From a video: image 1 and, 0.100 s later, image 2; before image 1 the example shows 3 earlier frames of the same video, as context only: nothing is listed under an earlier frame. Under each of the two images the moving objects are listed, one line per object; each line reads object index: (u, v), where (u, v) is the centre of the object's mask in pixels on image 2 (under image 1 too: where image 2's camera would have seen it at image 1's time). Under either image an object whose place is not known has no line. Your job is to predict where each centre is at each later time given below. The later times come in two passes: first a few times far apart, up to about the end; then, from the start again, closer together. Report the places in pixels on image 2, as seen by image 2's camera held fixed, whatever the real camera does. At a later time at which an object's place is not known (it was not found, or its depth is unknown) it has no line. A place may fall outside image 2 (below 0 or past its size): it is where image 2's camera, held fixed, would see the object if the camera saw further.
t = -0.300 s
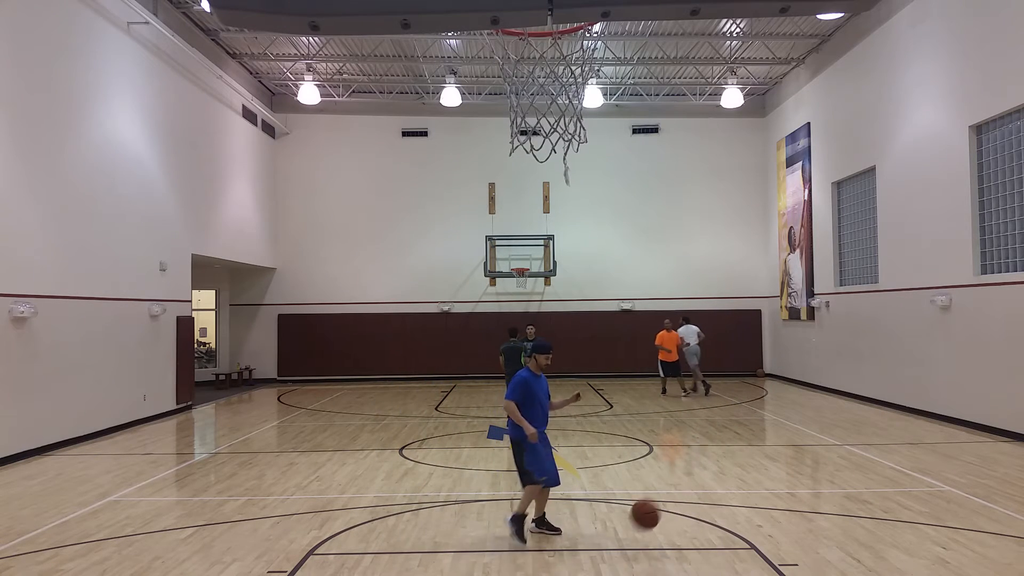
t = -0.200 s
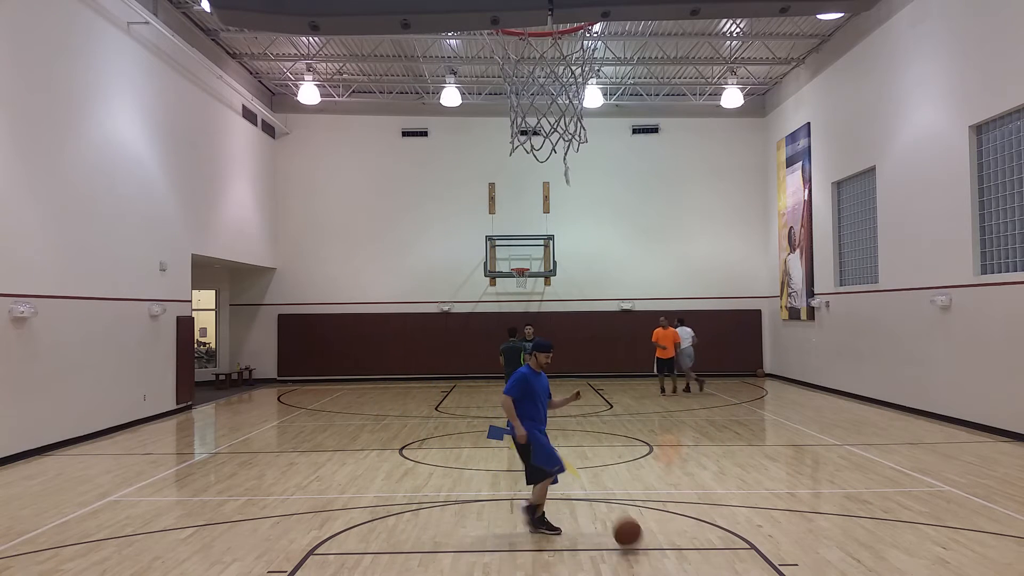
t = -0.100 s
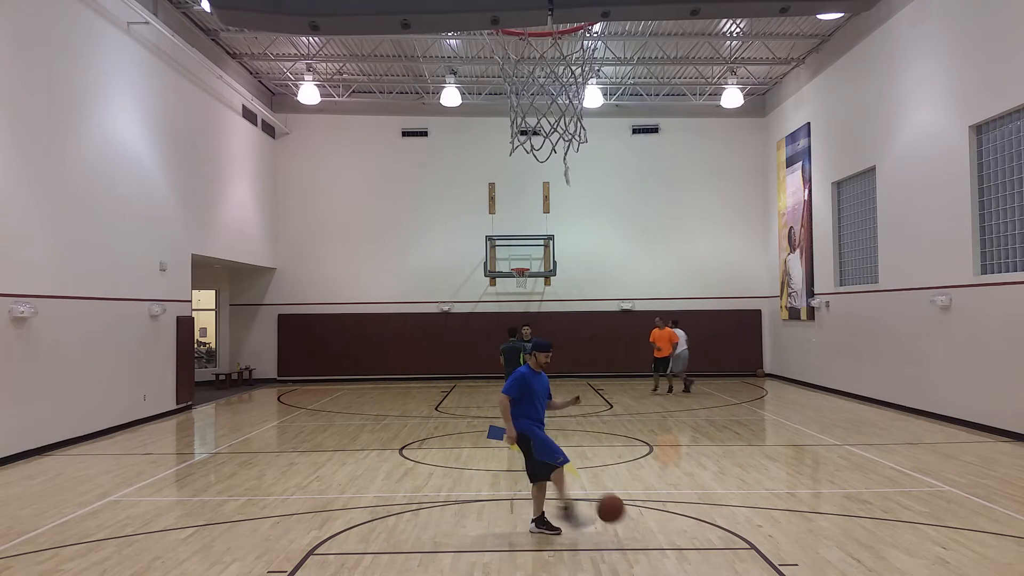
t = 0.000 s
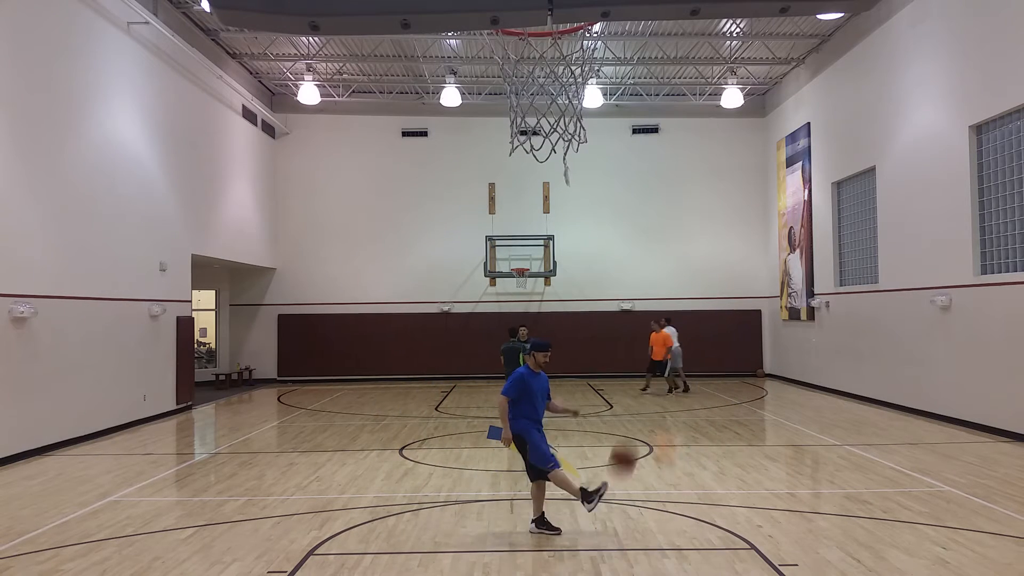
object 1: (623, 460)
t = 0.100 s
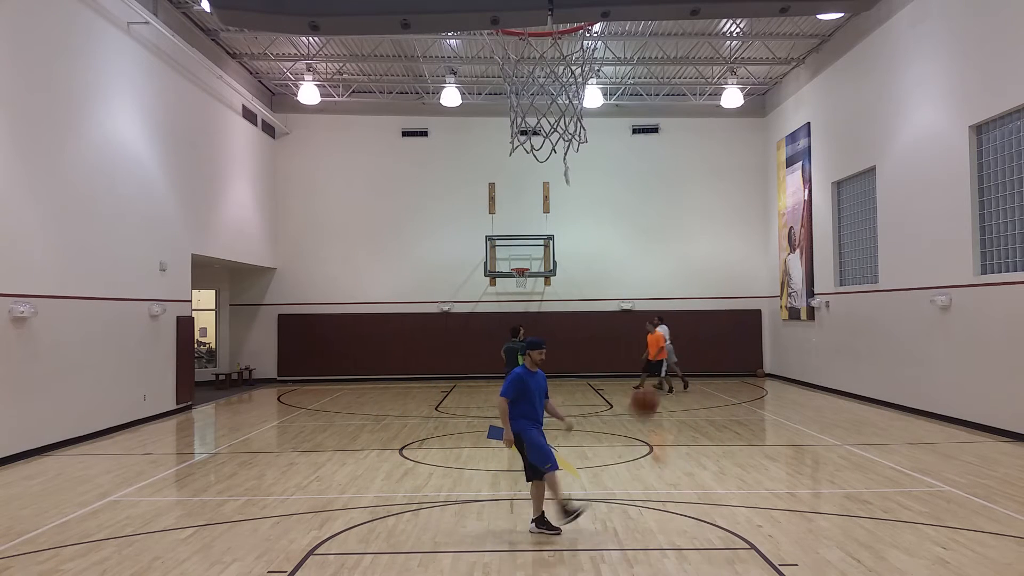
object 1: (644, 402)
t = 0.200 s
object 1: (668, 358)
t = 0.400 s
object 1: (711, 299)
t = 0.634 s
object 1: (765, 288)
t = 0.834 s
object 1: (816, 330)
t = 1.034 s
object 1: (868, 422)
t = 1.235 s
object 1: (916, 531)
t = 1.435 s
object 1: (917, 442)
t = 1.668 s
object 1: (920, 399)
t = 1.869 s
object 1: (923, 414)
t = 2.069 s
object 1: (928, 479)
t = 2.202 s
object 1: (932, 539)
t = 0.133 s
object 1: (652, 386)
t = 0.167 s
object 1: (660, 372)
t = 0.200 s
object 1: (668, 358)
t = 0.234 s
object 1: (674, 350)
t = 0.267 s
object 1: (681, 334)
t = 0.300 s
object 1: (687, 324)
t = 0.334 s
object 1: (695, 311)
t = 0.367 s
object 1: (703, 305)
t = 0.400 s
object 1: (711, 299)
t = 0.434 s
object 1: (719, 294)
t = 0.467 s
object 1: (725, 290)
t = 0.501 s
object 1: (733, 287)
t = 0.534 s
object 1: (741, 286)
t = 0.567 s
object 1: (749, 285)
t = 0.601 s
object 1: (757, 286)
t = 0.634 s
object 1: (765, 288)
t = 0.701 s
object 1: (781, 296)
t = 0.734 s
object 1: (790, 303)
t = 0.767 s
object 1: (799, 311)
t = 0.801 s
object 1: (807, 320)
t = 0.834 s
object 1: (816, 330)
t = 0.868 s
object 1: (824, 342)
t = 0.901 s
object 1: (832, 354)
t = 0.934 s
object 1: (841, 368)
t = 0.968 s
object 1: (850, 384)
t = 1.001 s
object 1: (860, 403)
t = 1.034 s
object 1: (868, 422)
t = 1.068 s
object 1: (877, 443)
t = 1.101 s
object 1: (887, 467)
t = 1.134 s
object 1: (895, 490)
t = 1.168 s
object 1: (905, 516)
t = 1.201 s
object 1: (914, 544)
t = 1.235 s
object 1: (916, 531)
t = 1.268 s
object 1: (916, 514)
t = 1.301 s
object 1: (916, 496)
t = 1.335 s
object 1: (916, 480)
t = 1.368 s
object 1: (916, 466)
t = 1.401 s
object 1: (917, 453)
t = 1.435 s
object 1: (917, 442)
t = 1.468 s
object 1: (917, 433)
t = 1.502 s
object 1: (918, 423)
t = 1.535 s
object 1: (918, 415)
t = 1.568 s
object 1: (918, 409)
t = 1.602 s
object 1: (919, 404)
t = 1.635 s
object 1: (919, 401)
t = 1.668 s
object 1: (920, 399)
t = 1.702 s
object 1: (920, 398)
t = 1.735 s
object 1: (920, 399)
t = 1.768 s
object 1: (921, 400)
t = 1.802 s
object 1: (922, 403)
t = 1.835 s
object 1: (923, 408)
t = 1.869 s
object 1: (923, 414)
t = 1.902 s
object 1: (924, 421)
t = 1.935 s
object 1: (925, 430)
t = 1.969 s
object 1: (925, 440)
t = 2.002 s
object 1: (926, 452)
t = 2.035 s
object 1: (927, 464)
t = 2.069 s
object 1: (928, 479)
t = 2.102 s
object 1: (929, 496)
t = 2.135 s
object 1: (930, 512)
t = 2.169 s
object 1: (932, 531)
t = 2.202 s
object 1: (932, 539)
